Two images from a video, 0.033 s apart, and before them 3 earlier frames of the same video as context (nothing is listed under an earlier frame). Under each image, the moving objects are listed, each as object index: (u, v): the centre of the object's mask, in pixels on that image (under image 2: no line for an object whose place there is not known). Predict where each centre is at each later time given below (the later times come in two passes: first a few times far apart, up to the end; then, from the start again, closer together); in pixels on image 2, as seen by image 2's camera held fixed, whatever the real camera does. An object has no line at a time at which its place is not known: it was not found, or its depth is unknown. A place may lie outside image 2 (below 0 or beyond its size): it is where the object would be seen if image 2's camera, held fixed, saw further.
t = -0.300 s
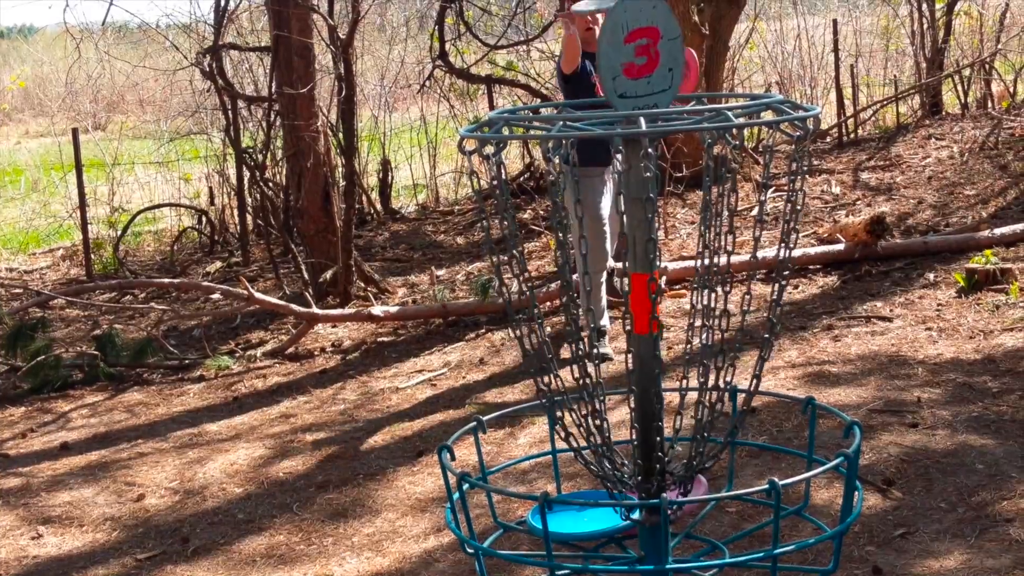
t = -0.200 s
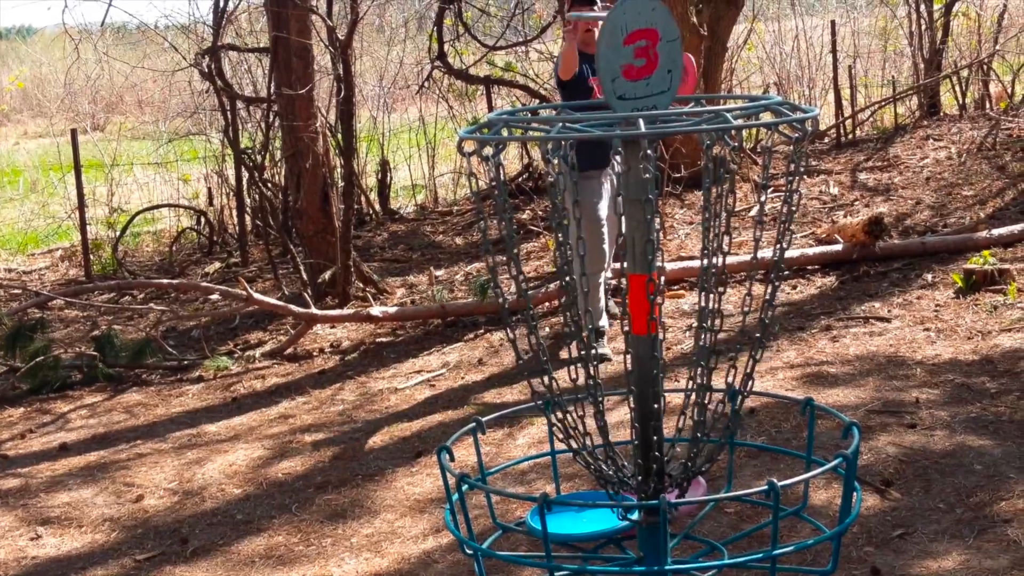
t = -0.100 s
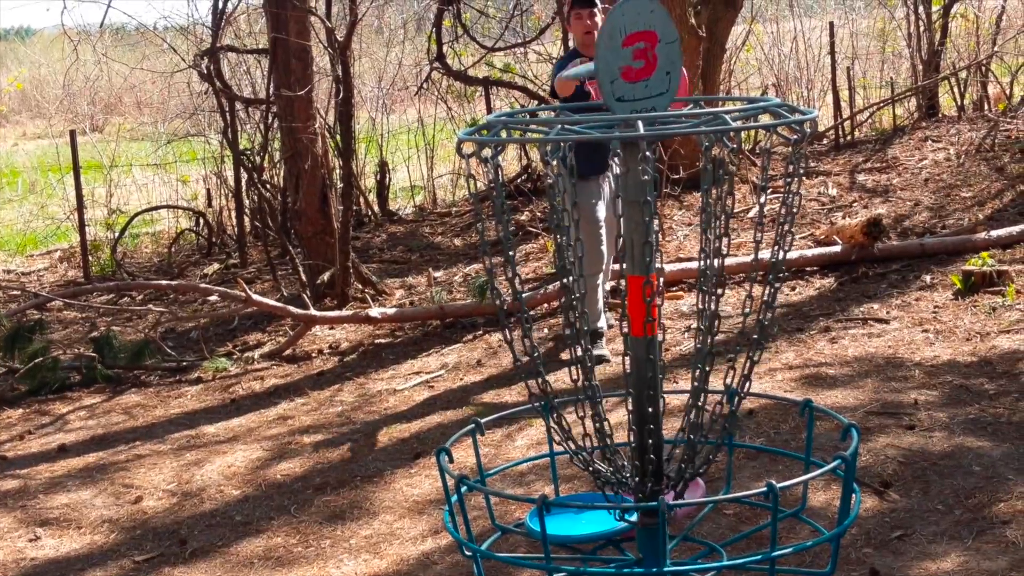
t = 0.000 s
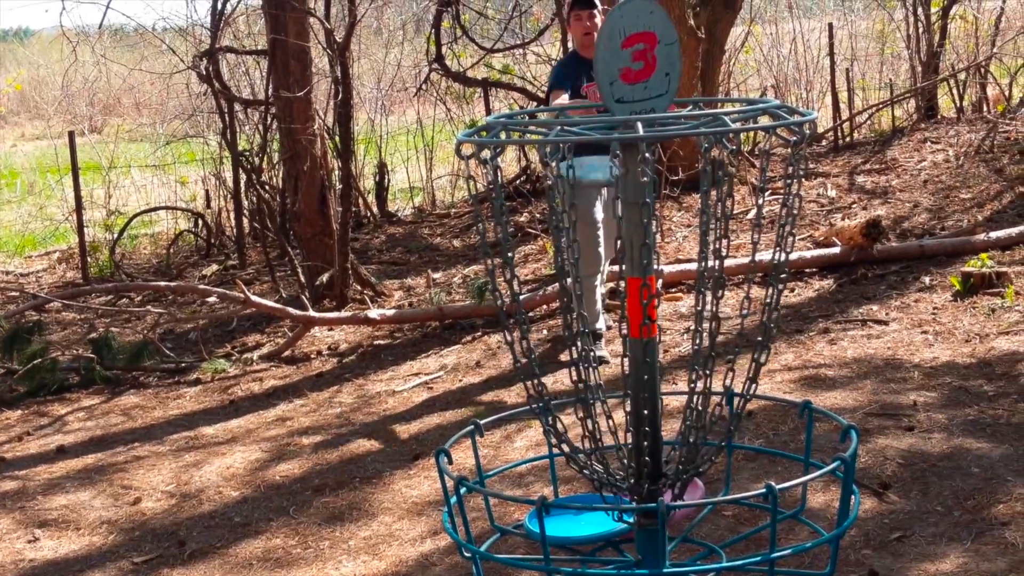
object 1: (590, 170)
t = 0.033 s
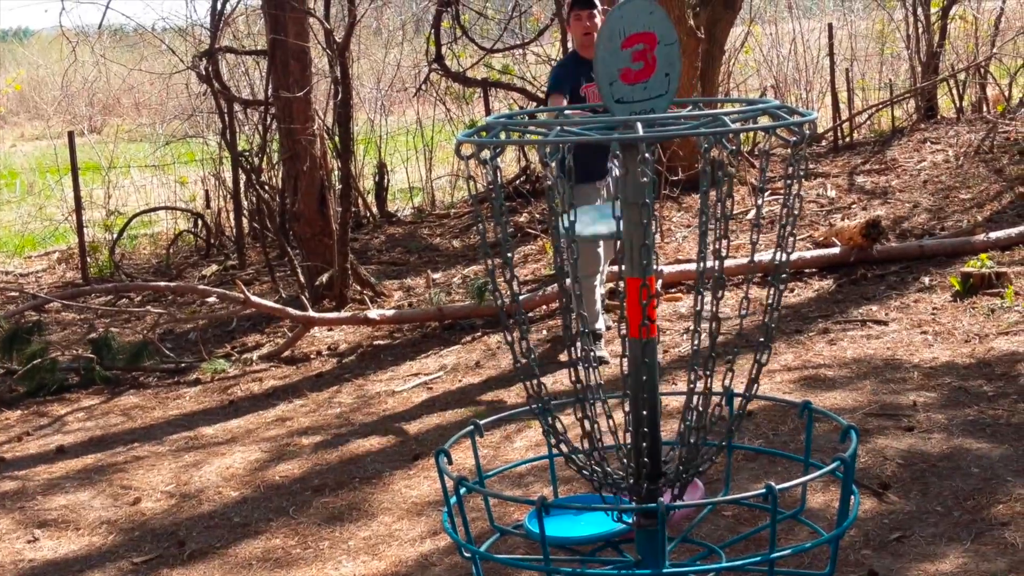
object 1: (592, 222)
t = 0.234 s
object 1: (578, 493)
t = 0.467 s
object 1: (550, 516)
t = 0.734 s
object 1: (551, 519)
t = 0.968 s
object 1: (550, 520)
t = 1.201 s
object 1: (551, 520)
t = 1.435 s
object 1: (552, 520)
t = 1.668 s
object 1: (552, 520)
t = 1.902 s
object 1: (551, 520)
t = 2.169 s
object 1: (551, 520)
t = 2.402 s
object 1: (551, 520)
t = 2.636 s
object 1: (552, 520)
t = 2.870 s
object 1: (551, 520)
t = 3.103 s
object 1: (551, 520)
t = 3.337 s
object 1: (552, 518)
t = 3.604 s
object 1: (552, 518)
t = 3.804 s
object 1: (553, 519)
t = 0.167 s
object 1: (588, 482)
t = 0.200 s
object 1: (581, 486)
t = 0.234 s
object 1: (578, 493)
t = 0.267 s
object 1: (569, 513)
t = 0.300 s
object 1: (563, 518)
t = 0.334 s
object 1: (557, 517)
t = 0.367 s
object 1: (554, 518)
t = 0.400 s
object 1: (552, 519)
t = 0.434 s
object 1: (550, 518)
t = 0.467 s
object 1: (550, 516)
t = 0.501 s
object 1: (550, 517)
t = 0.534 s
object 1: (551, 519)
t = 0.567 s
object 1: (552, 519)
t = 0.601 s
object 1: (552, 519)
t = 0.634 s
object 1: (552, 519)
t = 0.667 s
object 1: (549, 522)
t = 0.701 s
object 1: (551, 520)
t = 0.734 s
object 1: (551, 519)
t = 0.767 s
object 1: (551, 519)
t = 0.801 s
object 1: (551, 520)
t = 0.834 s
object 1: (551, 520)
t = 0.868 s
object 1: (551, 519)
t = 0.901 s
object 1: (552, 519)
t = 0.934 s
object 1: (551, 520)
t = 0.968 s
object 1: (550, 520)
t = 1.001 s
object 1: (550, 520)
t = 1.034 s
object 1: (550, 520)
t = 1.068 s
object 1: (550, 520)
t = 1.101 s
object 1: (550, 520)
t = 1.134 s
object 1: (550, 520)
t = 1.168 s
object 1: (550, 520)
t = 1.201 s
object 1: (551, 520)
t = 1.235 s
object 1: (550, 520)
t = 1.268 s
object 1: (550, 520)
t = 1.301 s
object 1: (551, 520)
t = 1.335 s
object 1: (552, 520)
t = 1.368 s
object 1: (552, 520)
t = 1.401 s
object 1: (552, 520)
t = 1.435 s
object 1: (552, 520)
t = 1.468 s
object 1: (552, 520)
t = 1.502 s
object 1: (552, 519)
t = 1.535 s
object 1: (552, 520)
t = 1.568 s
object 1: (551, 520)
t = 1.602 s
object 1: (552, 520)
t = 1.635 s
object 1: (552, 520)
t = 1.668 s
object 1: (552, 520)
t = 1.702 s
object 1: (552, 520)
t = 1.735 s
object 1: (551, 520)
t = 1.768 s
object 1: (551, 520)
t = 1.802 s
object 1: (551, 520)
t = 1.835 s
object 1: (552, 519)
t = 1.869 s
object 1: (551, 520)
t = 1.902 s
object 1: (551, 520)
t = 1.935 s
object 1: (551, 520)
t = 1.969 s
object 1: (551, 520)
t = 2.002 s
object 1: (551, 520)
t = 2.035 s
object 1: (551, 520)
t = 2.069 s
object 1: (551, 520)
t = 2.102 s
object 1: (550, 520)
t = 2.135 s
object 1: (551, 520)
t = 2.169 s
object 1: (551, 520)
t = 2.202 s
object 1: (551, 520)
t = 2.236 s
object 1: (550, 520)
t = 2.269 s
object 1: (551, 520)
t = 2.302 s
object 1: (550, 520)
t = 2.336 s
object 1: (551, 520)
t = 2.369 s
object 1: (551, 520)
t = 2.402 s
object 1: (551, 520)
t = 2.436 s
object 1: (551, 520)
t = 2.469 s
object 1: (551, 520)
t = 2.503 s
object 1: (551, 520)
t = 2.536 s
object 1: (552, 520)
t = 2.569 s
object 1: (551, 520)
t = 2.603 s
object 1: (552, 520)
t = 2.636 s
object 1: (552, 520)
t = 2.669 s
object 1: (552, 520)
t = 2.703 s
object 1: (551, 520)
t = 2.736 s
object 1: (551, 520)
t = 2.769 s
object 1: (551, 520)
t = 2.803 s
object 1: (551, 520)
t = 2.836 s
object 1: (551, 520)
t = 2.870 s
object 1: (551, 520)
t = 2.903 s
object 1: (551, 520)
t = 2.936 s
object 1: (551, 520)
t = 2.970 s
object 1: (551, 520)
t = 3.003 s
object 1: (551, 520)
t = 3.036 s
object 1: (551, 520)
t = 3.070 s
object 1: (551, 520)
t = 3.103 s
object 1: (551, 520)
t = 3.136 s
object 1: (551, 520)
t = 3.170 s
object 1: (551, 520)
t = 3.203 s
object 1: (552, 520)
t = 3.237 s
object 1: (551, 520)
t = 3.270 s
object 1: (552, 519)
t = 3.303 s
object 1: (552, 518)
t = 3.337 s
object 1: (552, 518)
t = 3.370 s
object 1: (553, 518)
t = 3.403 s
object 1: (553, 519)
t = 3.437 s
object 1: (550, 522)
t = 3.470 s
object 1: (553, 518)
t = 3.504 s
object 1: (553, 517)
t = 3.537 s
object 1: (552, 516)
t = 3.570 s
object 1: (552, 517)
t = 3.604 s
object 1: (552, 518)
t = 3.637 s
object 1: (552, 519)
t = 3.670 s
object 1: (552, 519)
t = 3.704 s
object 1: (553, 519)
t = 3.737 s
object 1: (553, 519)
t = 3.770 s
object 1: (553, 519)
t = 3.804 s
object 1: (553, 519)
